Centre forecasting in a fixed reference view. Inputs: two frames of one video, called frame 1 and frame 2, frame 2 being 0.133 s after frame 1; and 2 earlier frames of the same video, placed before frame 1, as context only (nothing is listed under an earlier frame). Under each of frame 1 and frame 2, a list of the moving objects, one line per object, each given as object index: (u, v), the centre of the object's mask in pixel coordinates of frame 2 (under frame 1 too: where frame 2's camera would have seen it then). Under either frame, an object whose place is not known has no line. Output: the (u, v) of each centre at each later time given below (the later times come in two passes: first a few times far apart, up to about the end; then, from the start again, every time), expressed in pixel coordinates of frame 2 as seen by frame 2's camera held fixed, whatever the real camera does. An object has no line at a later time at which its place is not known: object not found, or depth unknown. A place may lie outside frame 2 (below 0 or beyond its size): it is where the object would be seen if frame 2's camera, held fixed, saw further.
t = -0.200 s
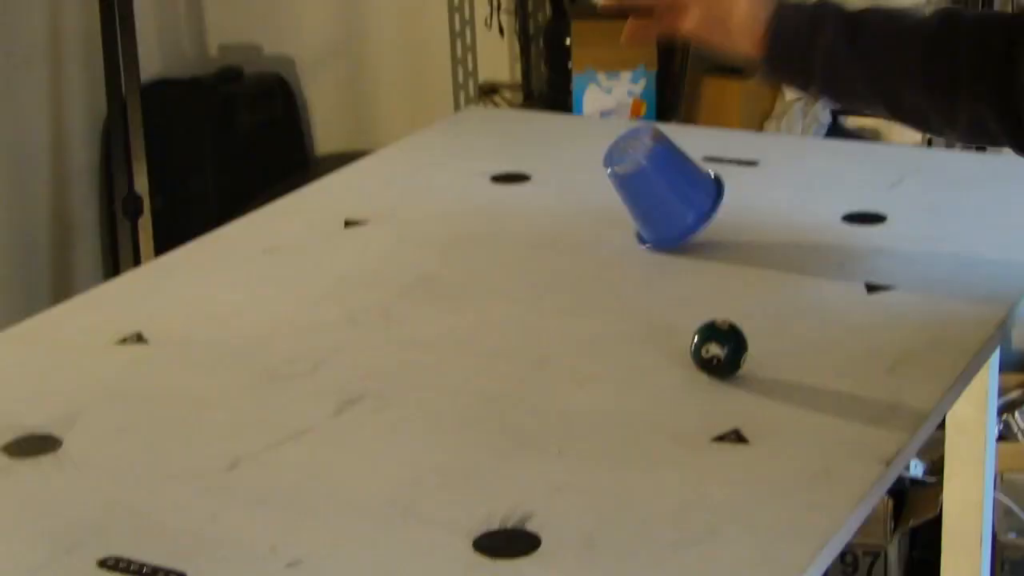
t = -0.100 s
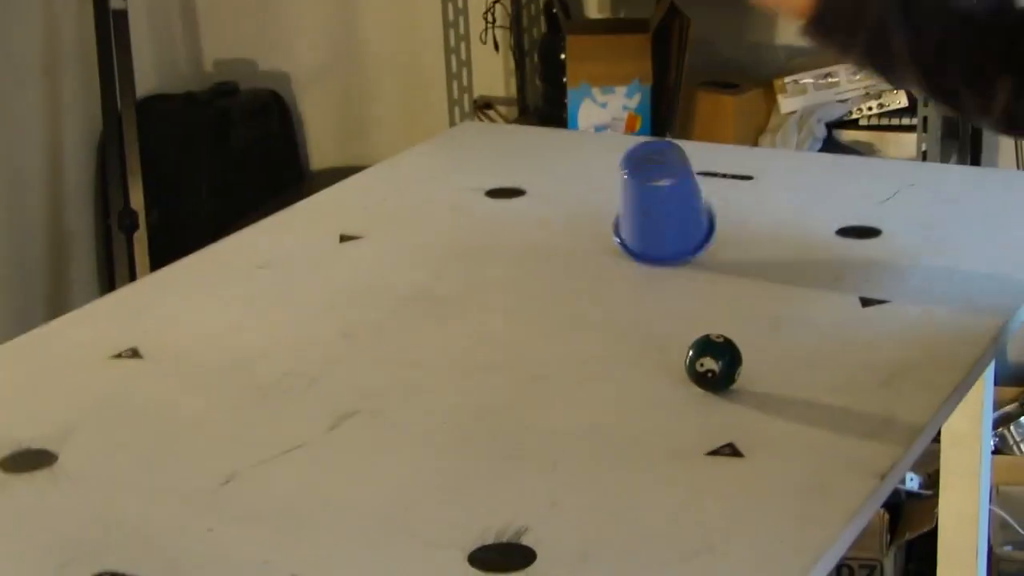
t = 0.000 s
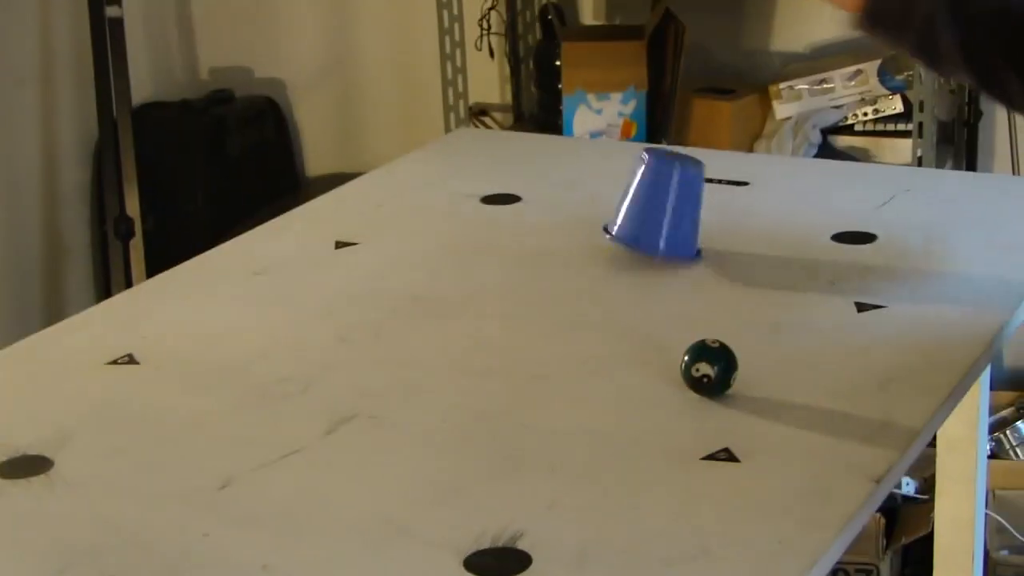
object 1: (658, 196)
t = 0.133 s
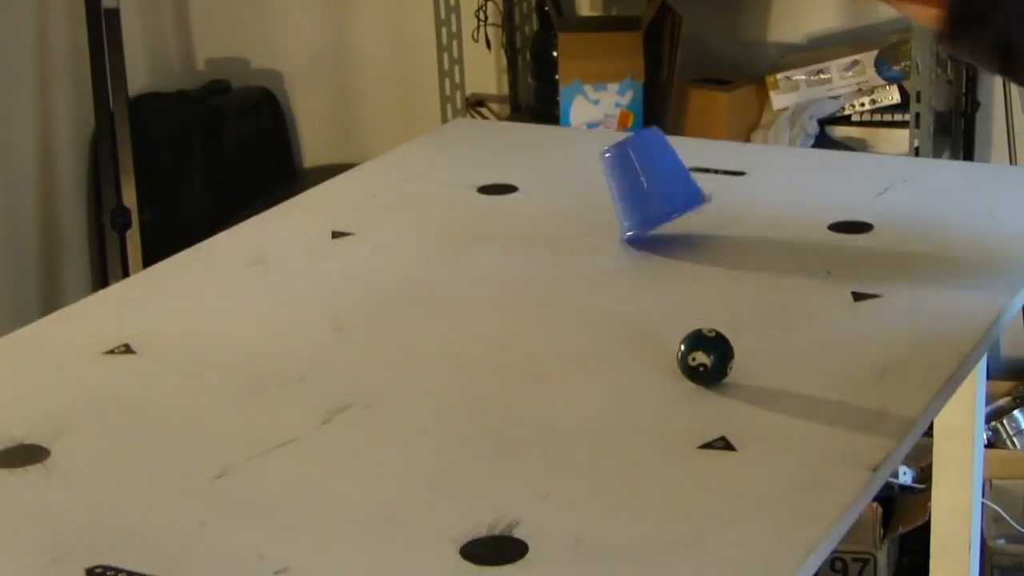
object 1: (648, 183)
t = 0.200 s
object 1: (650, 186)
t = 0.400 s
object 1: (668, 182)
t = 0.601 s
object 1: (679, 189)
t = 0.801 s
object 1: (695, 181)
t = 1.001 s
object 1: (712, 184)
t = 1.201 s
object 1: (716, 192)
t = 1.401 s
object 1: (706, 200)
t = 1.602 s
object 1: (687, 205)
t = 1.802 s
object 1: (670, 206)
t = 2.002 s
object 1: (661, 199)
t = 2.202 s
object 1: (667, 197)
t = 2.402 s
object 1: (680, 194)
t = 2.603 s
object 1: (692, 199)
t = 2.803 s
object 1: (689, 201)
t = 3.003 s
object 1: (680, 205)
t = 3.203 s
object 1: (672, 204)
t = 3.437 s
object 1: (677, 202)
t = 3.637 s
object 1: (681, 204)
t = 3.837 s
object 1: (678, 205)
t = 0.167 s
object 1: (648, 184)
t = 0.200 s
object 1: (650, 186)
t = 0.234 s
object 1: (653, 188)
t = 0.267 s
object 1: (656, 191)
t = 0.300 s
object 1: (659, 193)
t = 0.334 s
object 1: (662, 192)
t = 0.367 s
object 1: (666, 188)
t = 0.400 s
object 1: (668, 182)
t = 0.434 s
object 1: (668, 178)
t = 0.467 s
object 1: (668, 177)
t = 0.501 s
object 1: (668, 177)
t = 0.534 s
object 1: (671, 181)
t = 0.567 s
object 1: (675, 185)
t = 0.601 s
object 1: (679, 189)
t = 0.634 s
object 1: (683, 189)
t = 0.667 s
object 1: (687, 184)
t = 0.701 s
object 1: (691, 179)
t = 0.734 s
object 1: (693, 177)
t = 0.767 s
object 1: (694, 177)
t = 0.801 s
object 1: (695, 181)
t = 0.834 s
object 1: (697, 187)
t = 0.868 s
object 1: (701, 191)
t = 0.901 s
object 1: (704, 190)
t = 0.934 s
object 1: (707, 187)
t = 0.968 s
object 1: (710, 184)
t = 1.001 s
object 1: (712, 184)
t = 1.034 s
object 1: (712, 187)
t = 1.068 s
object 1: (713, 194)
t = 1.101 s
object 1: (714, 196)
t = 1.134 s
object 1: (714, 195)
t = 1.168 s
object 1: (715, 193)
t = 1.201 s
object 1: (716, 192)
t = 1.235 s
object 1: (715, 194)
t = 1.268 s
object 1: (714, 200)
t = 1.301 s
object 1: (713, 201)
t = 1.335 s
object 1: (711, 201)
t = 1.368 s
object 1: (708, 200)
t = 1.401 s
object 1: (706, 200)
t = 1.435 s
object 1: (704, 202)
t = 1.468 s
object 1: (701, 206)
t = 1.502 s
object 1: (698, 205)
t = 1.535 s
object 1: (694, 204)
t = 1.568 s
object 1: (690, 204)
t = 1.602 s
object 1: (687, 205)
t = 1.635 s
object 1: (684, 207)
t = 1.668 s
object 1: (681, 205)
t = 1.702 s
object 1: (678, 205)
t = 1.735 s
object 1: (674, 205)
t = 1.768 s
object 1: (671, 206)
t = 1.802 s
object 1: (670, 206)
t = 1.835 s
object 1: (667, 203)
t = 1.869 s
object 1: (666, 202)
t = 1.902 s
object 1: (664, 203)
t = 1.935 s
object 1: (662, 204)
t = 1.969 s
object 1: (661, 202)
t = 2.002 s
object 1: (661, 199)
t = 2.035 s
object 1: (661, 198)
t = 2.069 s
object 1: (662, 200)
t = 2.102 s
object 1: (662, 200)
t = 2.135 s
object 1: (664, 196)
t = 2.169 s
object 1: (665, 195)
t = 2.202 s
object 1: (667, 197)
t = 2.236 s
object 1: (668, 198)
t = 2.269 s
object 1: (670, 195)
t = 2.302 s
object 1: (673, 192)
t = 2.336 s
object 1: (676, 196)
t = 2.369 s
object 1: (677, 197)
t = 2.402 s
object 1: (680, 194)
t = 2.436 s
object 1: (683, 192)
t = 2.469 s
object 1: (686, 196)
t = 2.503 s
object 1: (686, 197)
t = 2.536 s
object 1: (688, 195)
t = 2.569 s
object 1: (690, 195)
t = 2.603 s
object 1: (692, 199)
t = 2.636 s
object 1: (691, 199)
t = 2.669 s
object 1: (692, 198)
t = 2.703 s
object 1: (692, 199)
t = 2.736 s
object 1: (692, 202)
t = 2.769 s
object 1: (691, 201)
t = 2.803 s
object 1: (689, 201)
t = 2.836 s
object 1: (688, 204)
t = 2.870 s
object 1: (687, 204)
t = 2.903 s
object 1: (685, 204)
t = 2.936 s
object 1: (683, 205)
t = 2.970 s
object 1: (682, 206)
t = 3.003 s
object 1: (680, 205)
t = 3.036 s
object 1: (677, 205)
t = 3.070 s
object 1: (677, 205)
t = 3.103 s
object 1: (675, 204)
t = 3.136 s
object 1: (673, 205)
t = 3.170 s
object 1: (672, 204)
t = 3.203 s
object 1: (672, 204)
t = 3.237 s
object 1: (672, 204)
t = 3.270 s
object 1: (672, 203)
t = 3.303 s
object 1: (673, 203)
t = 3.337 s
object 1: (673, 203)
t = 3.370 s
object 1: (675, 202)
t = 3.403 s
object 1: (676, 203)
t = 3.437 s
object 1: (677, 202)
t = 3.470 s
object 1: (679, 203)
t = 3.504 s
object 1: (679, 203)
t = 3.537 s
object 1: (680, 203)
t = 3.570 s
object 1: (681, 204)
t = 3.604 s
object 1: (681, 204)
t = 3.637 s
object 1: (681, 204)
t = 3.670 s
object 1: (680, 204)
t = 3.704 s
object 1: (680, 205)
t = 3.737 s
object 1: (679, 205)
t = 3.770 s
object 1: (679, 205)
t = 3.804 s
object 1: (678, 205)
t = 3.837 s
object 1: (678, 205)
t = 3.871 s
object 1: (678, 205)
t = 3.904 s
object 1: (678, 205)
